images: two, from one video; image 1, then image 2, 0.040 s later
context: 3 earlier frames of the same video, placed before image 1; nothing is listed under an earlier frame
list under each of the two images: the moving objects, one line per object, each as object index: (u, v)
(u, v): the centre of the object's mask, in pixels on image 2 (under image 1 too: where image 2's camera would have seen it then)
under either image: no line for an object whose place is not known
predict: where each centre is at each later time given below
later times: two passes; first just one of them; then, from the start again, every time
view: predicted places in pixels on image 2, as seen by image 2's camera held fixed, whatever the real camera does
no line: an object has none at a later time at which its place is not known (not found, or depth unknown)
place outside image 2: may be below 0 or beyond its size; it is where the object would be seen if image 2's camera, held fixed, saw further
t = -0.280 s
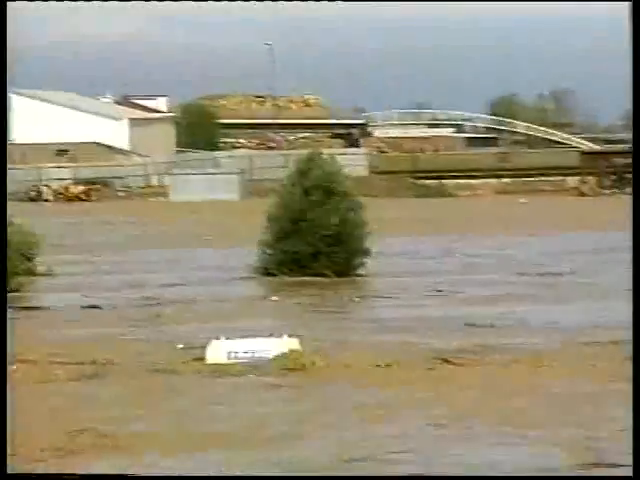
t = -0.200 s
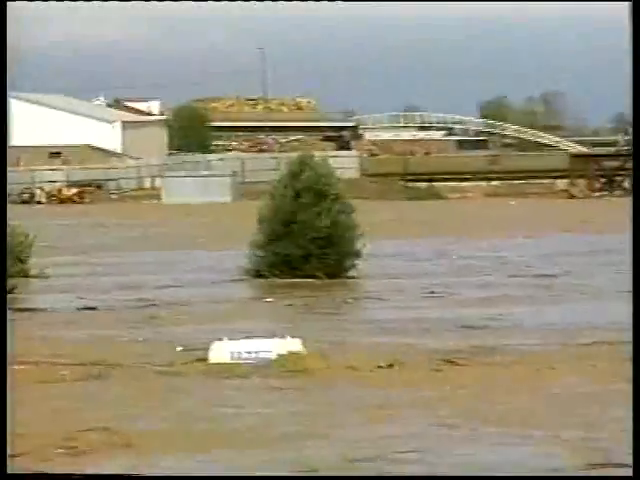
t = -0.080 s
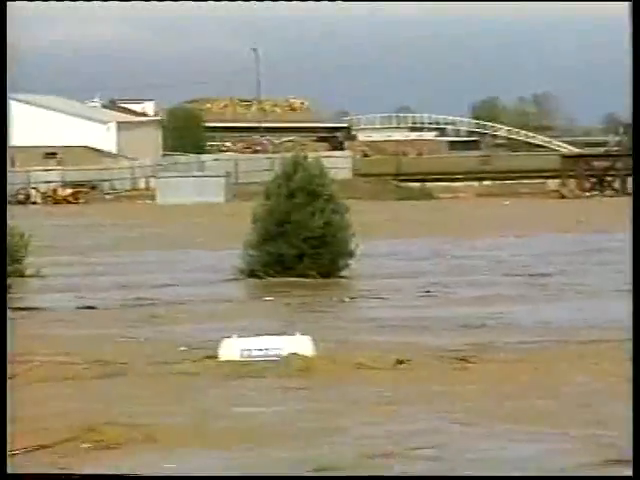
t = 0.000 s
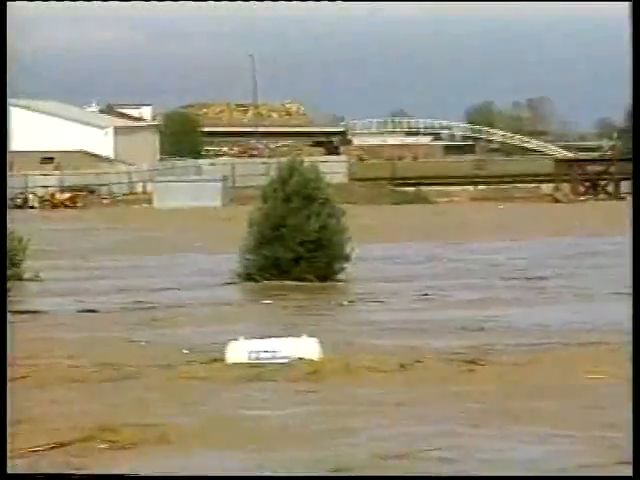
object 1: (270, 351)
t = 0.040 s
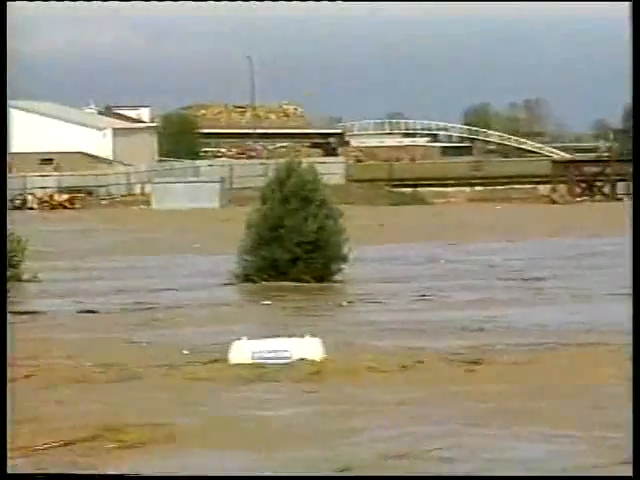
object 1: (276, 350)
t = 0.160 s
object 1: (292, 348)
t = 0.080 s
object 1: (281, 350)
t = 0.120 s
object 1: (286, 349)
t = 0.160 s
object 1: (292, 348)
